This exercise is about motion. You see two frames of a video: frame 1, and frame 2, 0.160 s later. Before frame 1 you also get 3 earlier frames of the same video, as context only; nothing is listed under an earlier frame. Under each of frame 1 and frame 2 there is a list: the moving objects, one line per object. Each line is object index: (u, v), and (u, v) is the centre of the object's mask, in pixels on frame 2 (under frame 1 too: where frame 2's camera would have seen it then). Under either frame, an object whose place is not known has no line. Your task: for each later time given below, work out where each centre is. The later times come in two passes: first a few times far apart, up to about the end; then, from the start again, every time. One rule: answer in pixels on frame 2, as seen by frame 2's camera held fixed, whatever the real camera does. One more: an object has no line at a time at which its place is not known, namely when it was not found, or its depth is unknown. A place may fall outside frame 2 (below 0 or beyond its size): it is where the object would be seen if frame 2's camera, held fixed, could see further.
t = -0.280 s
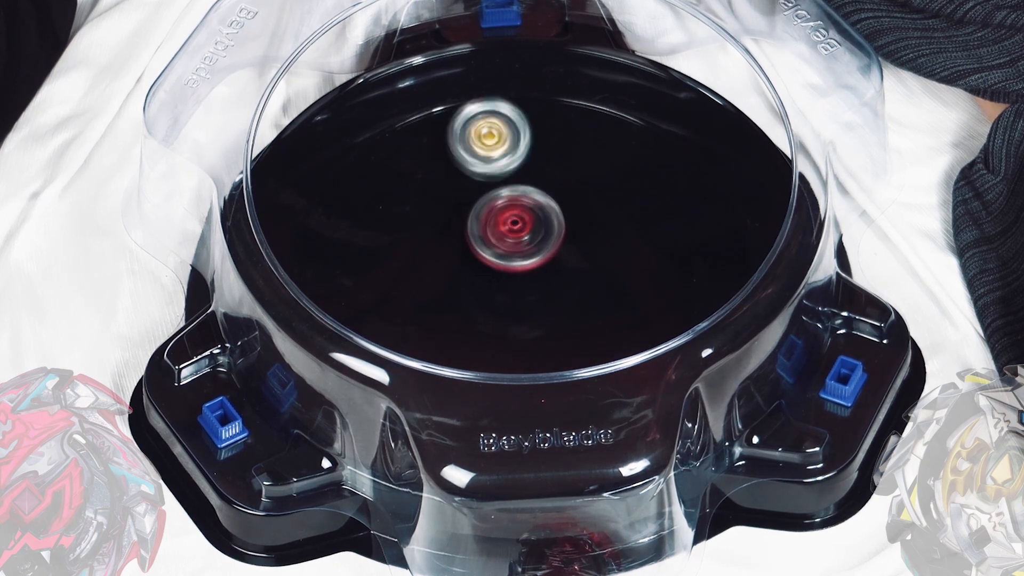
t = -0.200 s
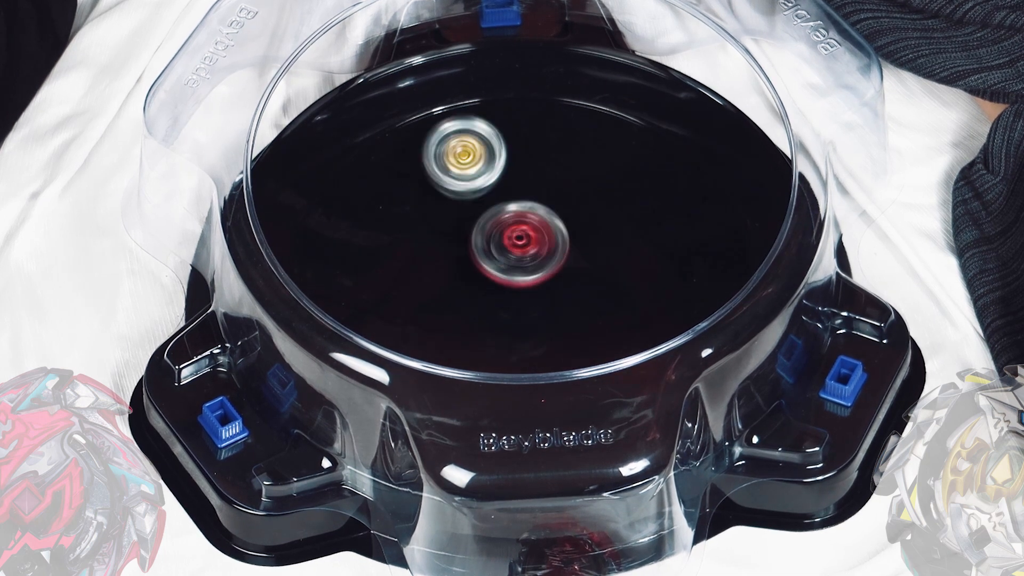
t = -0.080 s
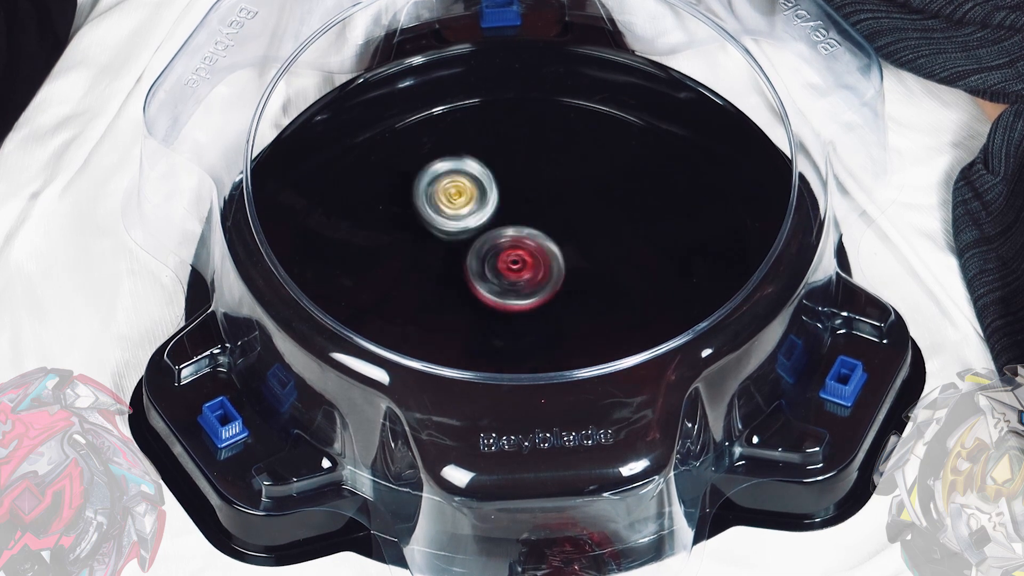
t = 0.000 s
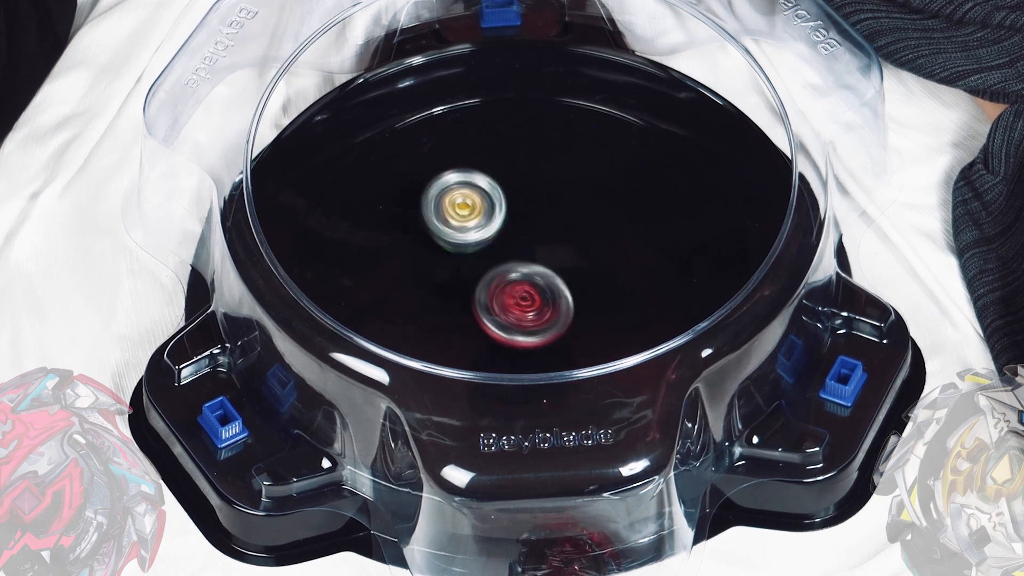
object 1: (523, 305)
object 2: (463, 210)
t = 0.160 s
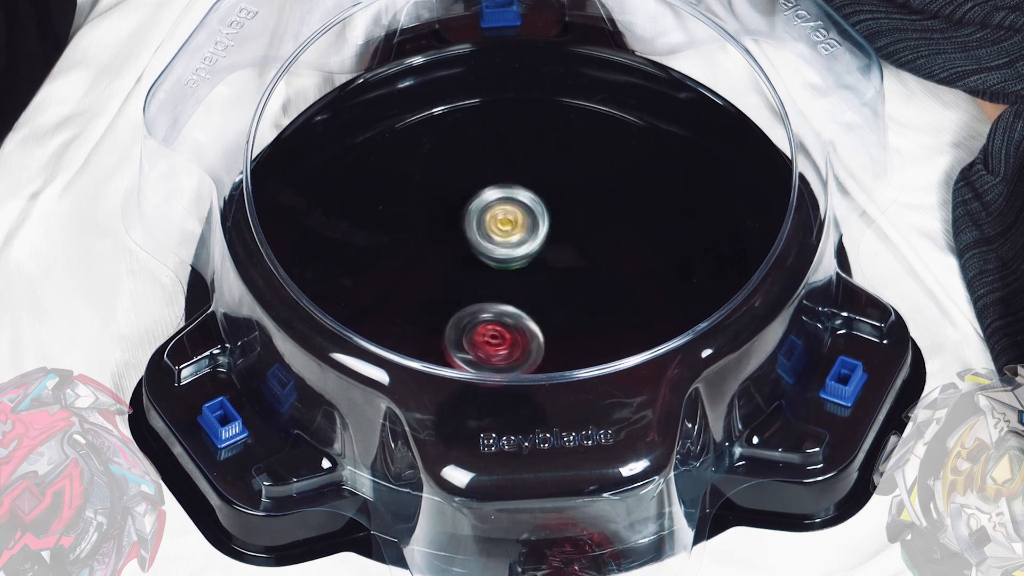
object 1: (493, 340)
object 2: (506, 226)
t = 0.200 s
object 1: (478, 340)
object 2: (516, 226)
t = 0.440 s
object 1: (424, 307)
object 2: (565, 215)
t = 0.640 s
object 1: (471, 275)
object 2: (554, 225)
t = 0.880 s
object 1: (511, 310)
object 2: (599, 244)
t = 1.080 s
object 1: (495, 322)
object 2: (575, 219)
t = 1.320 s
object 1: (485, 312)
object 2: (546, 237)
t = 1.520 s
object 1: (484, 305)
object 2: (573, 238)
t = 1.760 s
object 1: (493, 293)
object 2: (582, 259)
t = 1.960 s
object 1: (473, 293)
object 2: (572, 245)
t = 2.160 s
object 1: (403, 314)
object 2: (604, 181)
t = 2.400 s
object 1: (407, 277)
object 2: (548, 178)
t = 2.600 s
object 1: (430, 280)
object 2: (548, 239)
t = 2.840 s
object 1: (439, 297)
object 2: (597, 242)
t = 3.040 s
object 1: (480, 296)
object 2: (609, 249)
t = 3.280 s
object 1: (503, 292)
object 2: (590, 252)
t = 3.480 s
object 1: (502, 301)
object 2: (584, 252)
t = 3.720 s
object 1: (484, 309)
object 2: (587, 238)
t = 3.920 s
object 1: (469, 298)
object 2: (547, 222)
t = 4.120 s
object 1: (456, 301)
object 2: (547, 216)
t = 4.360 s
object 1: (459, 289)
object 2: (542, 237)
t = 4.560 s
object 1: (466, 286)
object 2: (552, 214)
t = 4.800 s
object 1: (499, 275)
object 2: (570, 211)
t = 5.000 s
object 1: (502, 292)
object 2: (578, 219)
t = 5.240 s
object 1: (510, 295)
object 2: (587, 243)
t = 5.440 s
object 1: (488, 304)
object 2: (592, 247)
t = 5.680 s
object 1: (467, 296)
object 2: (557, 253)
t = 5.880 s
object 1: (455, 282)
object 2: (552, 252)
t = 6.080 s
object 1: (460, 265)
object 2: (556, 249)
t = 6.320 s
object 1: (438, 250)
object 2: (599, 247)
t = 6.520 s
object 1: (457, 242)
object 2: (570, 263)
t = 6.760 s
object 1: (445, 235)
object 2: (587, 283)
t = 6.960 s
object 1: (473, 235)
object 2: (558, 287)
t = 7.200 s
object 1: (455, 196)
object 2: (578, 318)
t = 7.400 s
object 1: (479, 193)
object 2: (545, 303)
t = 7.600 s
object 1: (508, 209)
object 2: (519, 294)
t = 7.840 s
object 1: (540, 195)
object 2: (513, 338)
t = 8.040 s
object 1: (564, 206)
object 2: (516, 321)
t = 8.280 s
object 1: (589, 201)
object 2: (497, 296)
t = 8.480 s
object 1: (601, 205)
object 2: (495, 284)
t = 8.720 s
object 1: (589, 228)
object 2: (501, 276)
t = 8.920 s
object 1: (594, 236)
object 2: (478, 285)
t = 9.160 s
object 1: (583, 266)
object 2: (480, 280)
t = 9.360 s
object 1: (586, 277)
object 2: (462, 277)
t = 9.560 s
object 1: (569, 287)
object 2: (465, 265)
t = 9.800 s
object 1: (553, 287)
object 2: (460, 242)
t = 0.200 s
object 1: (478, 340)
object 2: (516, 226)
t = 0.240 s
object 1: (462, 339)
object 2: (526, 224)
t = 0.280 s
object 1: (447, 335)
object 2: (535, 220)
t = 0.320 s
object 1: (435, 331)
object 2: (547, 218)
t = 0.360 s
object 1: (427, 323)
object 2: (557, 216)
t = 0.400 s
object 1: (423, 315)
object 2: (563, 215)
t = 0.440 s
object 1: (424, 307)
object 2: (565, 215)
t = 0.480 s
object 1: (430, 299)
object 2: (563, 215)
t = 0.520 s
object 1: (438, 292)
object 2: (558, 216)
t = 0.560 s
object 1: (448, 286)
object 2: (554, 216)
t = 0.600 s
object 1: (459, 280)
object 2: (552, 220)
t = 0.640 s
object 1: (471, 275)
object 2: (554, 225)
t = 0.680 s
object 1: (476, 275)
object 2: (564, 229)
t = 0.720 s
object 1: (479, 279)
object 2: (576, 232)
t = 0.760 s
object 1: (489, 285)
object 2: (585, 236)
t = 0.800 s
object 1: (501, 292)
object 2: (589, 242)
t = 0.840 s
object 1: (513, 298)
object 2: (590, 248)
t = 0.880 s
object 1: (511, 310)
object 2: (599, 244)
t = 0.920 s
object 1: (506, 320)
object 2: (605, 237)
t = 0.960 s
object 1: (502, 324)
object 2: (605, 231)
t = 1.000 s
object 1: (499, 325)
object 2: (598, 226)
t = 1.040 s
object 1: (497, 324)
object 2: (588, 221)
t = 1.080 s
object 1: (495, 322)
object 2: (575, 219)
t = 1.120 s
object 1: (493, 320)
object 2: (562, 219)
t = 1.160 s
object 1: (491, 317)
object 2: (550, 221)
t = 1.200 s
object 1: (490, 313)
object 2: (543, 225)
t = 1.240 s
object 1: (489, 310)
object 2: (538, 232)
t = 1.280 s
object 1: (490, 306)
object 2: (538, 239)
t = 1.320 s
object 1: (485, 312)
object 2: (546, 237)
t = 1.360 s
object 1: (483, 313)
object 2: (553, 234)
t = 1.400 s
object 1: (482, 312)
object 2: (560, 233)
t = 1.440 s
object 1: (481, 311)
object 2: (565, 233)
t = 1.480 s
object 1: (482, 308)
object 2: (569, 234)
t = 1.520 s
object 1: (484, 305)
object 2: (573, 238)
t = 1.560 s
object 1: (487, 302)
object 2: (574, 242)
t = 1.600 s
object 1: (491, 299)
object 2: (575, 248)
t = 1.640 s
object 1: (494, 296)
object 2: (575, 254)
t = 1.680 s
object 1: (491, 297)
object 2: (581, 255)
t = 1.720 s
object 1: (492, 295)
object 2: (583, 256)
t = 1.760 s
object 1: (493, 293)
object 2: (582, 259)
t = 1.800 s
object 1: (482, 296)
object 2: (591, 255)
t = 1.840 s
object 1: (474, 298)
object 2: (596, 251)
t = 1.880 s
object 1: (470, 298)
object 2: (594, 248)
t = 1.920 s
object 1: (470, 296)
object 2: (584, 246)
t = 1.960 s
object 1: (473, 293)
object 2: (572, 245)
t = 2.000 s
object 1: (478, 290)
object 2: (560, 246)
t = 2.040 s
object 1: (451, 302)
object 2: (574, 228)
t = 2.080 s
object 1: (426, 311)
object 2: (592, 208)
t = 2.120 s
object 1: (410, 314)
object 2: (602, 193)
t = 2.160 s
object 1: (403, 314)
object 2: (604, 181)
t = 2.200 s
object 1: (400, 310)
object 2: (603, 171)
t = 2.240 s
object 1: (397, 303)
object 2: (596, 162)
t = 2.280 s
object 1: (398, 295)
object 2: (585, 158)
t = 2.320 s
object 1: (400, 288)
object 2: (572, 160)
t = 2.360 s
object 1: (402, 282)
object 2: (559, 168)
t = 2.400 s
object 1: (407, 277)
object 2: (548, 178)
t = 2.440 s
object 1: (413, 274)
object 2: (538, 190)
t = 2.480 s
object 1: (420, 271)
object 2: (531, 202)
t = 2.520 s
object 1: (430, 270)
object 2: (528, 217)
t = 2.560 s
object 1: (441, 270)
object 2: (526, 234)
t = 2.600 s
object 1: (430, 280)
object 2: (548, 239)
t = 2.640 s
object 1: (423, 288)
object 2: (570, 240)
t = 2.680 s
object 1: (422, 293)
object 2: (585, 241)
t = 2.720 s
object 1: (424, 296)
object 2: (593, 242)
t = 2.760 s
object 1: (427, 297)
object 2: (596, 242)
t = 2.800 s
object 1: (432, 297)
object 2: (596, 241)
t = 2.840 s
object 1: (439, 297)
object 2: (597, 242)
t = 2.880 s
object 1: (447, 297)
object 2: (599, 243)
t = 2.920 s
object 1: (456, 297)
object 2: (602, 245)
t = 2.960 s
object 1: (464, 297)
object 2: (605, 247)
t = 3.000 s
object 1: (472, 297)
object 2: (608, 248)
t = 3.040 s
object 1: (480, 296)
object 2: (609, 249)
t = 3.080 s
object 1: (488, 295)
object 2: (607, 249)
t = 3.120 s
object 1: (495, 293)
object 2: (603, 249)
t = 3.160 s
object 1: (501, 291)
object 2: (599, 249)
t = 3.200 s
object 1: (505, 289)
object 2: (596, 250)
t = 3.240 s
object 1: (503, 289)
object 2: (593, 251)
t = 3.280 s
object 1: (503, 292)
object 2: (590, 252)
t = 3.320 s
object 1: (496, 300)
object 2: (595, 249)
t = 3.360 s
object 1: (494, 304)
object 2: (596, 248)
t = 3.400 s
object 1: (495, 304)
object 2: (594, 248)
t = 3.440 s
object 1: (498, 303)
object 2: (590, 249)
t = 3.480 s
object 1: (502, 301)
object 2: (584, 252)
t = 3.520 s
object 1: (501, 301)
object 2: (582, 253)
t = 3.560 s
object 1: (500, 302)
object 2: (583, 251)
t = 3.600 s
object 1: (500, 301)
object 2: (582, 251)
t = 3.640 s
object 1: (500, 299)
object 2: (578, 252)
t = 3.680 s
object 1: (491, 305)
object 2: (583, 246)
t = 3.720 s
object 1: (484, 309)
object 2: (587, 238)
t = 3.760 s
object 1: (479, 309)
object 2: (584, 232)
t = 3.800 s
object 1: (475, 307)
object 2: (576, 225)
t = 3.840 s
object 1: (473, 305)
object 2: (566, 221)
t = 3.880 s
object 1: (471, 302)
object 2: (556, 221)
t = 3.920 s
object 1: (469, 298)
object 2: (547, 222)
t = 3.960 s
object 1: (470, 294)
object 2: (539, 226)
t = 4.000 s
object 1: (472, 290)
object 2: (533, 231)
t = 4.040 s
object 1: (463, 298)
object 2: (539, 224)
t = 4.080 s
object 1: (457, 301)
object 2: (545, 218)
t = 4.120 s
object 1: (456, 301)
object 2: (547, 216)
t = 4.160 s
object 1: (456, 300)
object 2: (546, 217)
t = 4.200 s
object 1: (455, 297)
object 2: (543, 222)
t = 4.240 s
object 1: (458, 293)
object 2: (541, 227)
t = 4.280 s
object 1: (460, 290)
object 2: (537, 234)
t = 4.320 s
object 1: (460, 287)
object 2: (537, 237)
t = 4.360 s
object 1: (459, 289)
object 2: (542, 237)
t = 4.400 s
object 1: (461, 288)
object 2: (542, 236)
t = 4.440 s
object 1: (465, 287)
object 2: (541, 235)
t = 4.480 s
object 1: (465, 287)
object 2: (541, 229)
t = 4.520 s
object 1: (464, 288)
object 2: (546, 222)
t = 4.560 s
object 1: (466, 286)
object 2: (552, 214)
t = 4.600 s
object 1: (469, 284)
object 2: (555, 208)
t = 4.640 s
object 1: (474, 282)
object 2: (561, 202)
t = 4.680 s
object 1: (481, 280)
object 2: (568, 202)
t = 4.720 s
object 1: (486, 278)
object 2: (573, 202)
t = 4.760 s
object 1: (493, 277)
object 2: (572, 206)
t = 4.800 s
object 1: (499, 275)
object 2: (570, 211)
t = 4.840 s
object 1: (503, 276)
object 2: (569, 216)
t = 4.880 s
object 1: (501, 281)
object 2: (571, 216)
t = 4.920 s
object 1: (499, 289)
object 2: (576, 214)
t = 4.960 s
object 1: (500, 291)
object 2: (578, 215)
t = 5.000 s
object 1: (502, 292)
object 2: (578, 219)
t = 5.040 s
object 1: (504, 293)
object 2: (580, 222)
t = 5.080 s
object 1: (506, 292)
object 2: (582, 227)
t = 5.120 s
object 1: (509, 293)
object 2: (582, 231)
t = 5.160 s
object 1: (511, 292)
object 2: (583, 237)
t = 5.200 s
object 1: (511, 294)
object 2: (585, 241)
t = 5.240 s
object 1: (510, 295)
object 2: (587, 243)
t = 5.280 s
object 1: (510, 296)
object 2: (586, 247)
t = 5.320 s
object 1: (503, 300)
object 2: (591, 247)
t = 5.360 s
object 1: (496, 303)
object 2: (596, 246)
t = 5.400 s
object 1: (491, 305)
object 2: (596, 246)
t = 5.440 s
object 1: (488, 304)
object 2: (592, 247)
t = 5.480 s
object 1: (485, 304)
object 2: (587, 249)
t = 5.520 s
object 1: (482, 302)
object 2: (580, 251)
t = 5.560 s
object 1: (480, 300)
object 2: (571, 253)
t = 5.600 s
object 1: (478, 298)
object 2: (563, 255)
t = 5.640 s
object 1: (472, 297)
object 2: (559, 255)
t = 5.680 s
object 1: (467, 296)
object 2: (557, 253)
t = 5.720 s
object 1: (464, 293)
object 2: (554, 254)
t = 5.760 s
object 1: (463, 290)
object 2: (550, 255)
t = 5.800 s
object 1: (458, 289)
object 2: (551, 254)
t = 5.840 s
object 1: (457, 286)
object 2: (552, 253)
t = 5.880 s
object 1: (455, 282)
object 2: (552, 252)
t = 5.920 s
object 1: (457, 278)
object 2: (551, 251)
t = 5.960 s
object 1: (456, 275)
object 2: (550, 251)
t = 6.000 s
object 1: (456, 272)
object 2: (554, 251)
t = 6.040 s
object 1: (456, 268)
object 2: (556, 249)
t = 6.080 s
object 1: (460, 265)
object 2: (556, 249)
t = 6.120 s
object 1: (455, 262)
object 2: (565, 249)
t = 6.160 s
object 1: (443, 261)
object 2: (581, 247)
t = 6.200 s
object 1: (440, 259)
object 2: (593, 245)
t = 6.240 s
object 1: (438, 255)
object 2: (598, 244)
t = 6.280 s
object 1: (437, 253)
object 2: (601, 245)
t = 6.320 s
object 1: (438, 250)
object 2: (599, 247)
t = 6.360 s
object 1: (440, 248)
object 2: (595, 250)
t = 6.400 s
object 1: (443, 245)
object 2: (589, 253)
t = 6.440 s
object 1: (447, 244)
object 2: (582, 256)
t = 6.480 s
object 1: (452, 243)
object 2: (576, 259)
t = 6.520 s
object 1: (457, 242)
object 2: (570, 263)
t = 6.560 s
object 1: (464, 242)
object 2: (564, 266)
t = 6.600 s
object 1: (463, 241)
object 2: (565, 271)
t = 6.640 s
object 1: (449, 238)
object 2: (577, 276)
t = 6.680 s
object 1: (444, 237)
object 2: (584, 279)
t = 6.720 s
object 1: (443, 236)
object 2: (588, 281)
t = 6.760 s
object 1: (445, 235)
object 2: (587, 283)
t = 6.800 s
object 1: (450, 234)
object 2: (585, 283)
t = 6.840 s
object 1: (454, 233)
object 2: (579, 284)
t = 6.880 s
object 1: (460, 234)
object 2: (574, 285)
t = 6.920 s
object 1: (466, 234)
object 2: (565, 287)
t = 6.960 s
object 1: (473, 235)
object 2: (558, 287)
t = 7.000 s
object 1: (477, 236)
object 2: (553, 290)
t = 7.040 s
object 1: (461, 220)
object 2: (567, 302)
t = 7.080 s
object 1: (452, 209)
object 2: (575, 311)
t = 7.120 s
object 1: (452, 204)
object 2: (579, 315)
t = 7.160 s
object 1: (453, 200)
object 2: (580, 317)
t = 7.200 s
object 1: (455, 196)
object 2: (578, 318)
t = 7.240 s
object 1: (459, 193)
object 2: (573, 317)
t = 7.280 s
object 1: (462, 191)
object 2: (566, 315)
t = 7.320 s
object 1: (467, 191)
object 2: (559, 312)
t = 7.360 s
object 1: (474, 192)
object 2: (551, 308)
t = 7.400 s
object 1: (479, 193)
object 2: (545, 303)
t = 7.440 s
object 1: (484, 197)
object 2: (541, 298)
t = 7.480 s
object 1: (491, 200)
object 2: (535, 293)
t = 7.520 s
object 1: (497, 205)
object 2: (528, 290)
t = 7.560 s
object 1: (504, 209)
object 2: (522, 290)
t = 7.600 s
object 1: (508, 209)
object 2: (519, 294)
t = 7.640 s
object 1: (513, 213)
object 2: (517, 298)
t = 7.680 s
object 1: (519, 218)
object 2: (516, 301)
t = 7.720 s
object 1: (524, 223)
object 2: (517, 303)
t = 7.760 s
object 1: (531, 209)
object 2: (515, 321)
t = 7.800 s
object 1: (536, 199)
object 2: (513, 333)
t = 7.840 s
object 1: (540, 195)
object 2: (513, 338)
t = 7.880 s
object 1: (545, 195)
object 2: (513, 339)
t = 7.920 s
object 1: (550, 197)
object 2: (513, 338)
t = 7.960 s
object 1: (554, 200)
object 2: (514, 335)
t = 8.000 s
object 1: (559, 203)
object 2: (514, 329)
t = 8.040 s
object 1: (564, 206)
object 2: (516, 321)
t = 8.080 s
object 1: (567, 209)
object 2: (516, 311)
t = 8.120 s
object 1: (569, 214)
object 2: (516, 301)
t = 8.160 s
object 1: (572, 218)
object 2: (517, 292)
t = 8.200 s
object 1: (578, 213)
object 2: (512, 290)
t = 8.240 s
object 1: (585, 204)
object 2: (503, 294)
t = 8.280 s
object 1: (589, 201)
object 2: (497, 296)
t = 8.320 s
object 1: (593, 200)
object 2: (493, 296)
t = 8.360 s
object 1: (596, 200)
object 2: (491, 295)
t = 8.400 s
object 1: (598, 201)
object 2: (491, 292)
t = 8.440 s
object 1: (600, 203)
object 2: (493, 288)
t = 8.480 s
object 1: (601, 205)
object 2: (495, 284)
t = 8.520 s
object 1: (600, 208)
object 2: (497, 281)
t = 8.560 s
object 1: (598, 212)
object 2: (500, 279)
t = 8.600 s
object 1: (595, 217)
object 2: (502, 276)
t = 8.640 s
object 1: (591, 221)
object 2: (506, 274)
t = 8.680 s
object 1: (587, 226)
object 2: (507, 274)
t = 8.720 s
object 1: (589, 228)
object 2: (501, 276)
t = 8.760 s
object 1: (588, 230)
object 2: (500, 278)
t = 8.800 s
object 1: (585, 234)
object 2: (499, 277)
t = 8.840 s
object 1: (592, 234)
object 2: (488, 280)
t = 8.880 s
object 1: (596, 233)
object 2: (481, 283)
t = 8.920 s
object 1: (594, 236)
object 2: (478, 285)
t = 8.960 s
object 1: (593, 241)
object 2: (477, 284)
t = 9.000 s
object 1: (590, 247)
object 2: (478, 284)
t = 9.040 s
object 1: (587, 252)
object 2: (481, 283)
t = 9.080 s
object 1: (582, 258)
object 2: (484, 281)
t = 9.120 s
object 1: (582, 263)
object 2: (483, 281)
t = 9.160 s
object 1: (583, 266)
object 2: (480, 280)
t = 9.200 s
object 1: (581, 269)
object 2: (480, 279)
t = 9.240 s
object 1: (579, 272)
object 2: (478, 279)
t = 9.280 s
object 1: (585, 272)
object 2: (470, 278)
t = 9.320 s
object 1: (586, 274)
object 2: (465, 277)
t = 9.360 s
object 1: (586, 277)
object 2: (462, 277)
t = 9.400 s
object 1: (584, 279)
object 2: (461, 274)
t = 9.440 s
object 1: (581, 282)
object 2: (461, 273)
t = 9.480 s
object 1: (577, 284)
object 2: (463, 271)
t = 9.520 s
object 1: (573, 286)
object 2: (463, 267)
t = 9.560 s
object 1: (569, 287)
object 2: (465, 265)
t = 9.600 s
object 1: (563, 287)
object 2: (469, 262)
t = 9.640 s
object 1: (560, 288)
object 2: (467, 258)
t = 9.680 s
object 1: (557, 288)
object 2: (466, 254)
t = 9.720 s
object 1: (553, 287)
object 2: (465, 249)
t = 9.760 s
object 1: (552, 288)
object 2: (464, 246)
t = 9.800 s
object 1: (553, 287)
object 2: (460, 242)
